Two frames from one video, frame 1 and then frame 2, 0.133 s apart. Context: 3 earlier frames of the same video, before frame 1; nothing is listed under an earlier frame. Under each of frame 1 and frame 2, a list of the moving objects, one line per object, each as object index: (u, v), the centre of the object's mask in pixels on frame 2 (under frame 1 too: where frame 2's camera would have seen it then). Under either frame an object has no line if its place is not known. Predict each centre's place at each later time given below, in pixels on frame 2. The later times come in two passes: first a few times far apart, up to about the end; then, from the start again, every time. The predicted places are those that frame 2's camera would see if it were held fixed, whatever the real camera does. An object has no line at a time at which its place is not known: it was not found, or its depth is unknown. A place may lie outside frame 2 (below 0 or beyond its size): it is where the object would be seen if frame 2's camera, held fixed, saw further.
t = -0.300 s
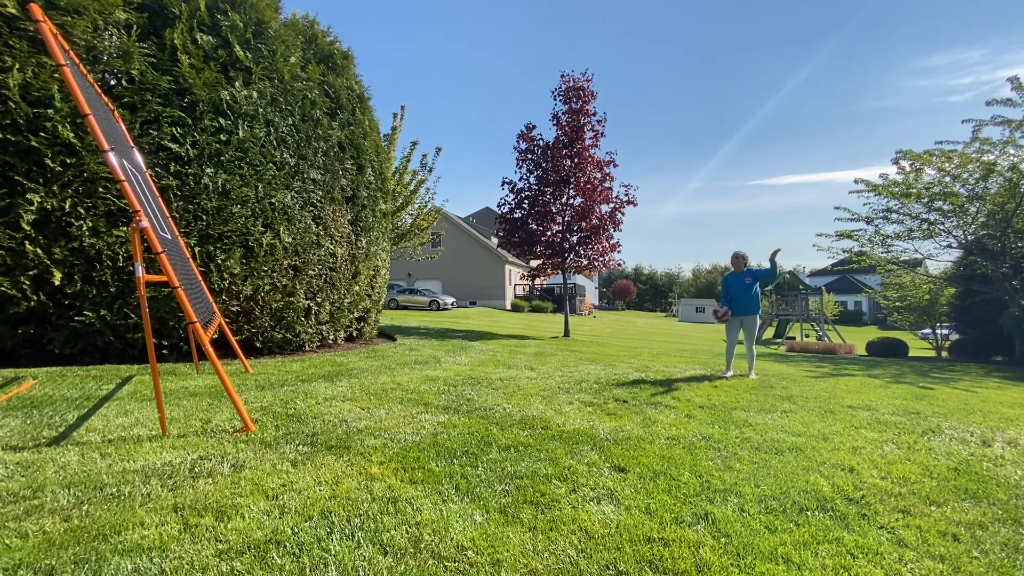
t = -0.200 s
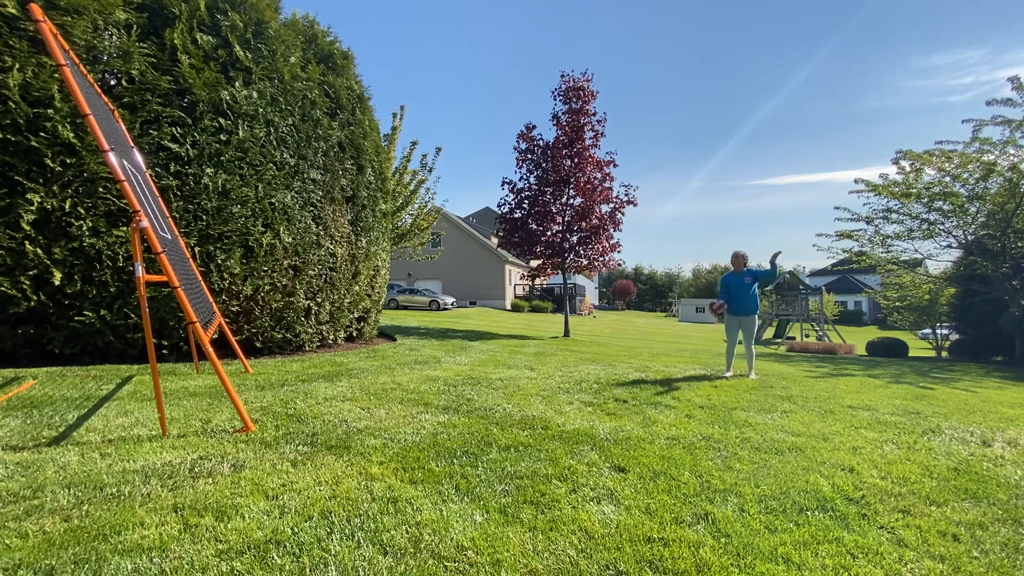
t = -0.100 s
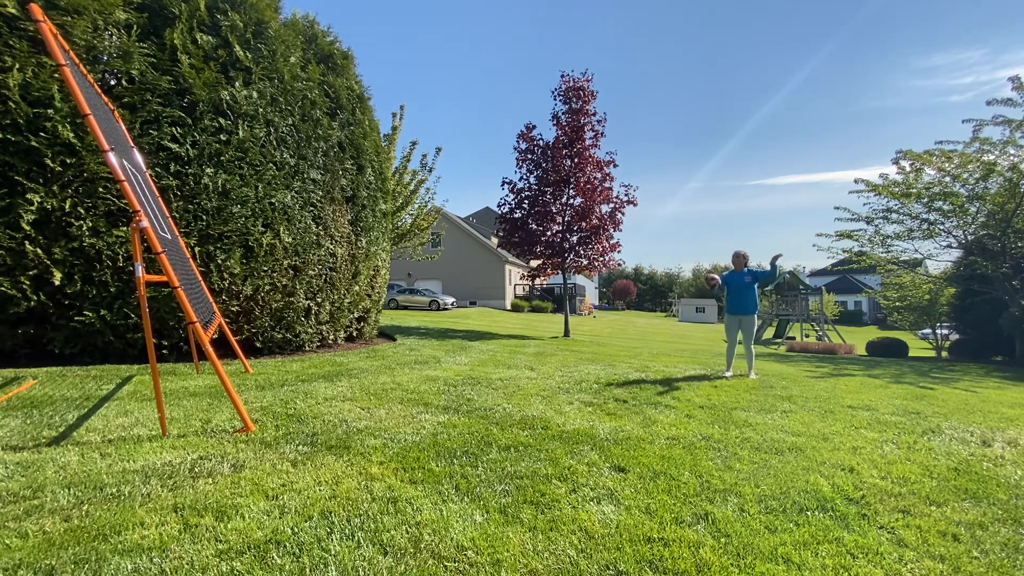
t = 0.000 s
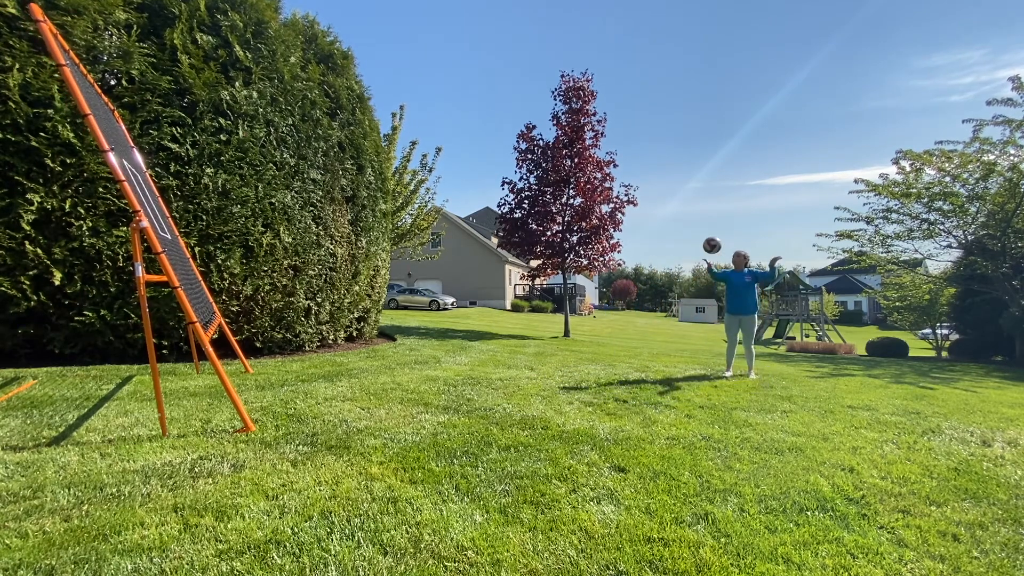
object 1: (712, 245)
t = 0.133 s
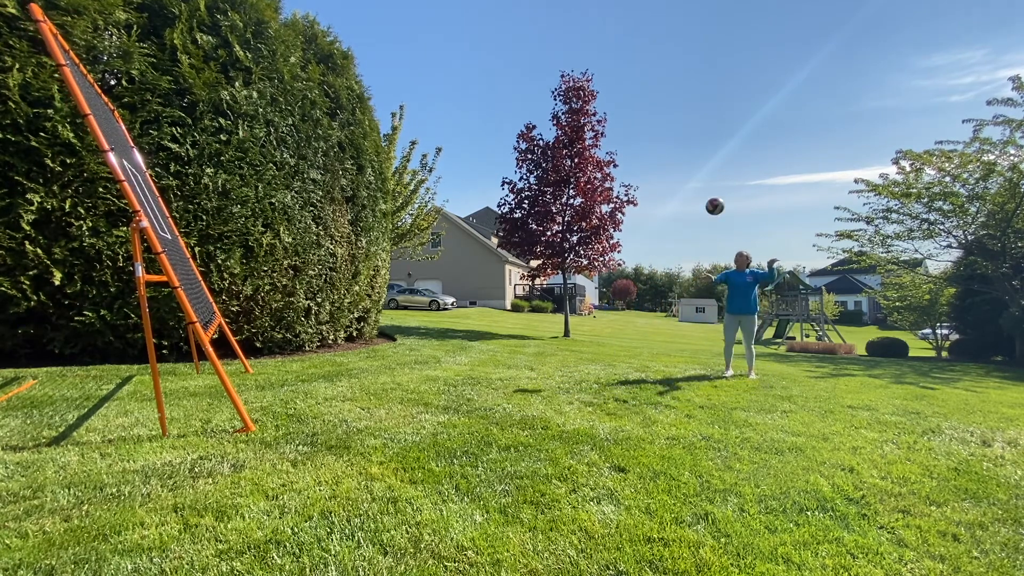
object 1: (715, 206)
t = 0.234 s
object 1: (717, 186)
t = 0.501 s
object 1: (724, 173)
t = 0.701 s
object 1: (729, 200)
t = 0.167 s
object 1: (715, 198)
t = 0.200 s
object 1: (716, 192)
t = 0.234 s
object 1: (717, 186)
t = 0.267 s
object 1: (718, 181)
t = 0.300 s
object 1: (719, 177)
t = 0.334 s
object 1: (719, 175)
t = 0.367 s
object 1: (720, 173)
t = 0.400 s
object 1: (721, 171)
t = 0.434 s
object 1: (722, 171)
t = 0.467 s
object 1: (723, 171)
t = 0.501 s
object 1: (724, 173)
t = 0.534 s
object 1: (725, 175)
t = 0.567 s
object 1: (726, 178)
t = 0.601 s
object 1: (727, 182)
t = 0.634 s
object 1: (728, 187)
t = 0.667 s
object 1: (729, 193)
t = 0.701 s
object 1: (729, 200)
